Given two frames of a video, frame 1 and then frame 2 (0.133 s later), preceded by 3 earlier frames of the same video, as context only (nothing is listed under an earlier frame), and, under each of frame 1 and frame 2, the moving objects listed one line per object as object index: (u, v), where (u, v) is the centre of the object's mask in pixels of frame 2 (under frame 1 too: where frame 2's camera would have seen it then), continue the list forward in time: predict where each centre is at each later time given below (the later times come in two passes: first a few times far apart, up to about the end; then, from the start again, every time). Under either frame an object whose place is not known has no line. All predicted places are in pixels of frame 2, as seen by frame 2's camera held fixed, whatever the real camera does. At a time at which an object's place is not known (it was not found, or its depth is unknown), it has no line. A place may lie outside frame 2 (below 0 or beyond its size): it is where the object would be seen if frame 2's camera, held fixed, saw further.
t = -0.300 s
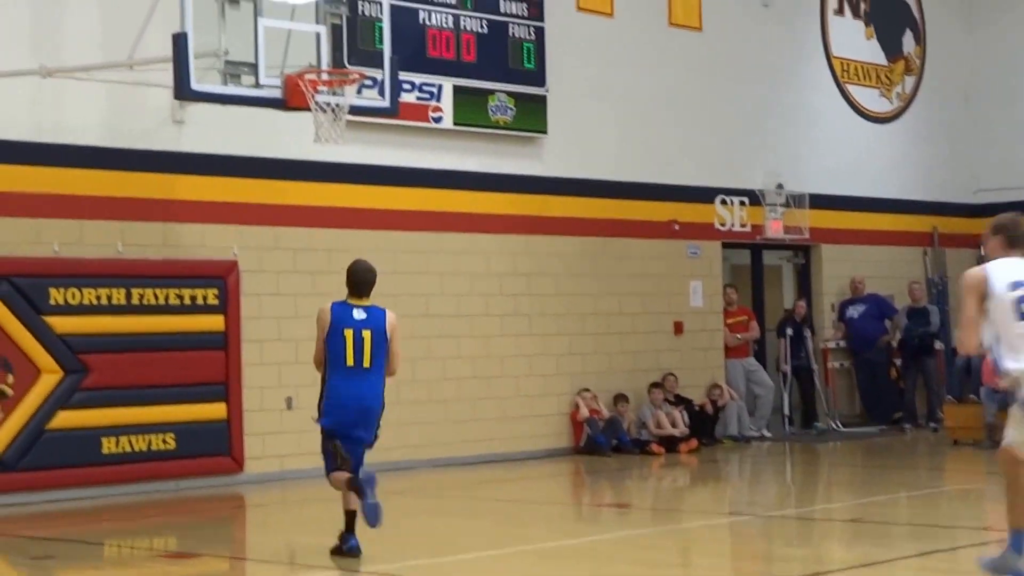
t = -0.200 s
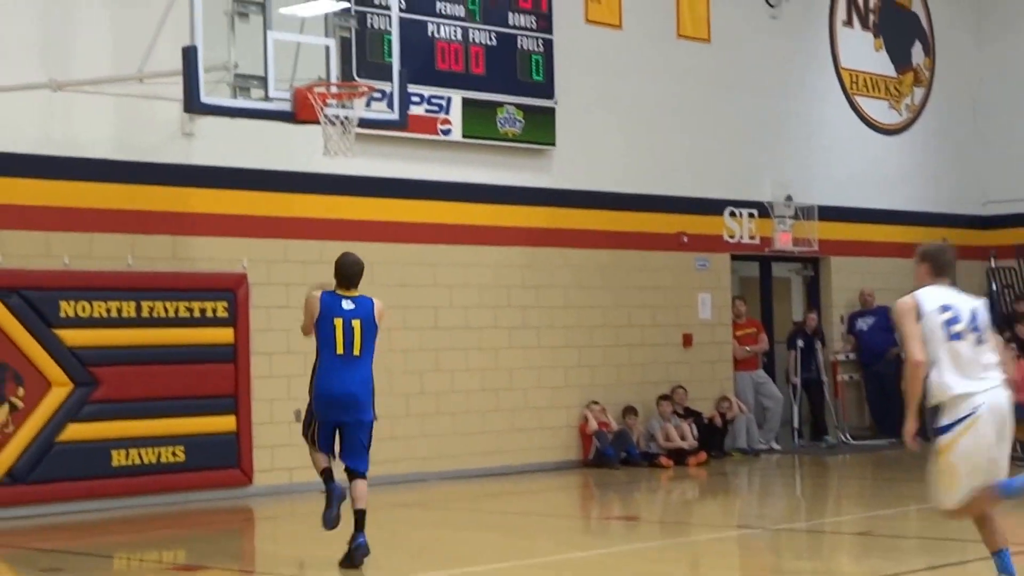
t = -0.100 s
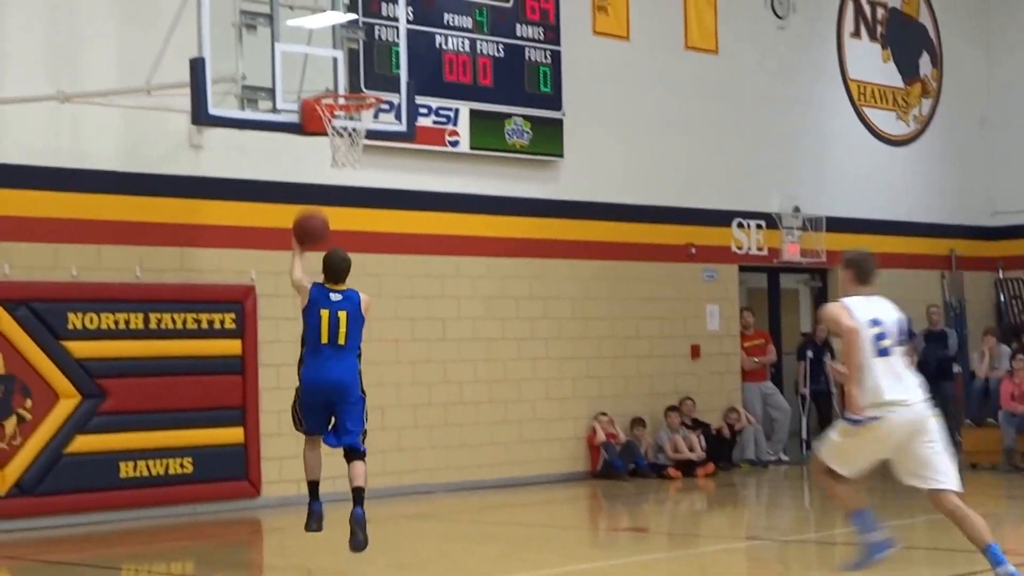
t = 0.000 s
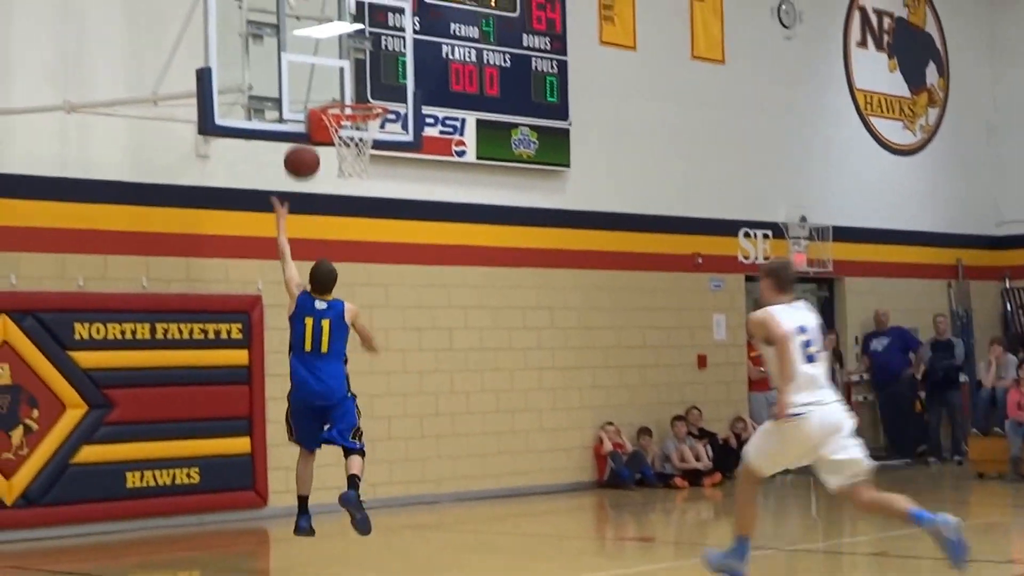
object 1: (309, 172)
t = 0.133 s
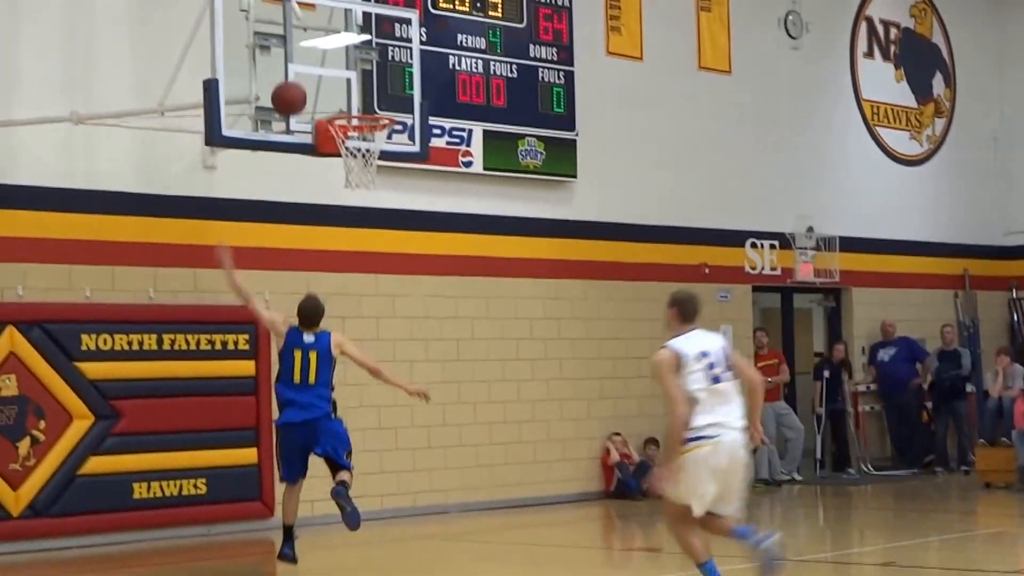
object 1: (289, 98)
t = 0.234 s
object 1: (281, 63)
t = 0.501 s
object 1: (347, 50)
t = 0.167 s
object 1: (284, 84)
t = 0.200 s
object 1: (279, 72)
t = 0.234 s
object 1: (281, 63)
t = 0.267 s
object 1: (289, 56)
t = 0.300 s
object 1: (296, 50)
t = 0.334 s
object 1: (305, 46)
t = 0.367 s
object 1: (313, 44)
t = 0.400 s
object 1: (321, 43)
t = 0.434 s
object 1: (330, 44)
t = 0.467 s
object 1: (338, 46)
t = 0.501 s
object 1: (347, 50)
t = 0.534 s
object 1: (356, 56)
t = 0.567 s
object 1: (364, 62)
